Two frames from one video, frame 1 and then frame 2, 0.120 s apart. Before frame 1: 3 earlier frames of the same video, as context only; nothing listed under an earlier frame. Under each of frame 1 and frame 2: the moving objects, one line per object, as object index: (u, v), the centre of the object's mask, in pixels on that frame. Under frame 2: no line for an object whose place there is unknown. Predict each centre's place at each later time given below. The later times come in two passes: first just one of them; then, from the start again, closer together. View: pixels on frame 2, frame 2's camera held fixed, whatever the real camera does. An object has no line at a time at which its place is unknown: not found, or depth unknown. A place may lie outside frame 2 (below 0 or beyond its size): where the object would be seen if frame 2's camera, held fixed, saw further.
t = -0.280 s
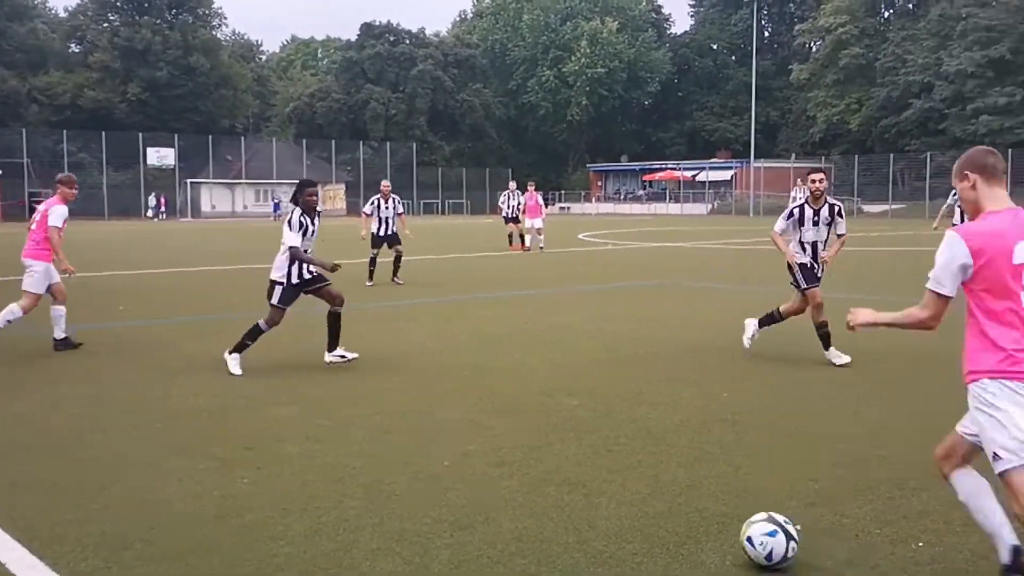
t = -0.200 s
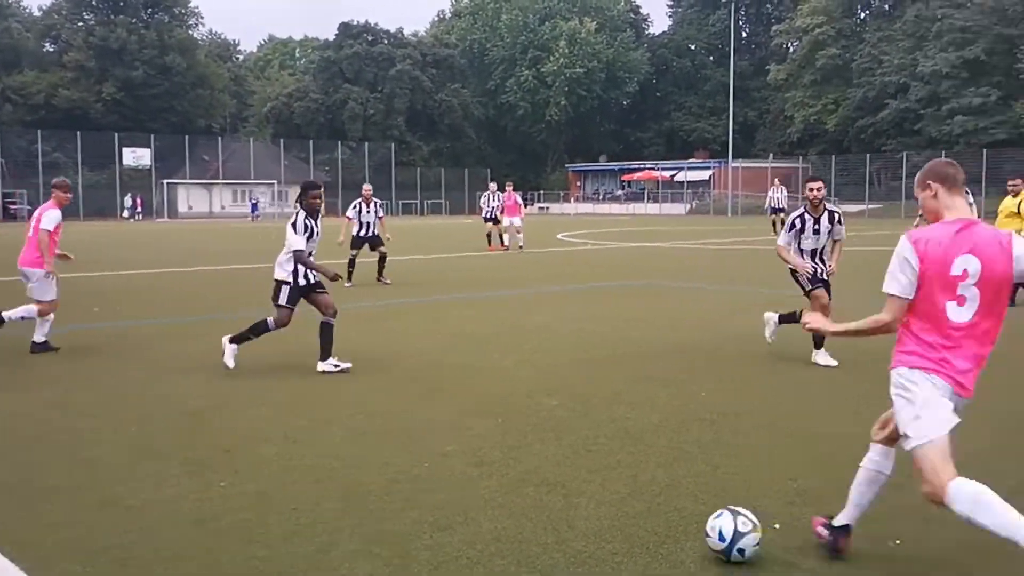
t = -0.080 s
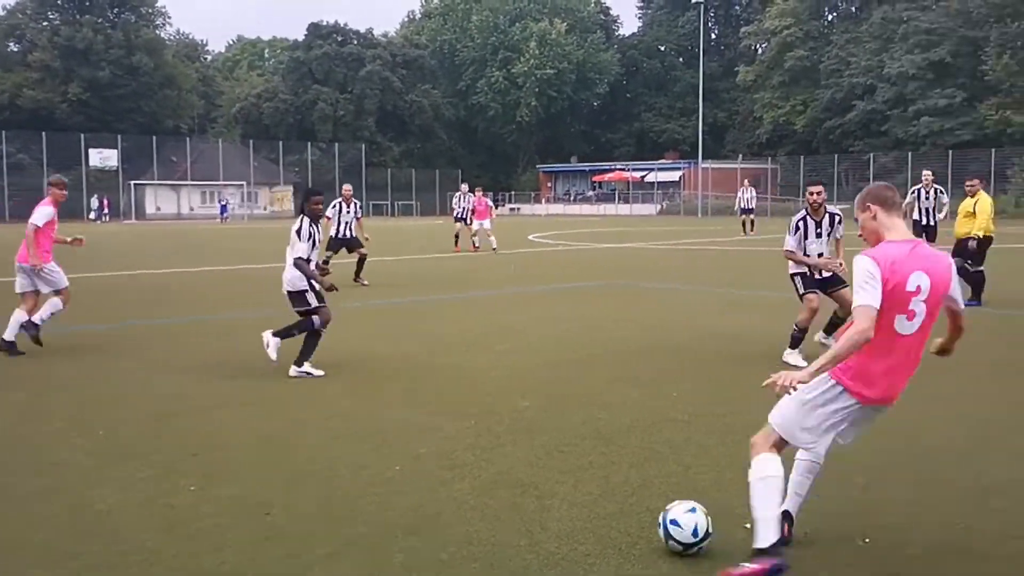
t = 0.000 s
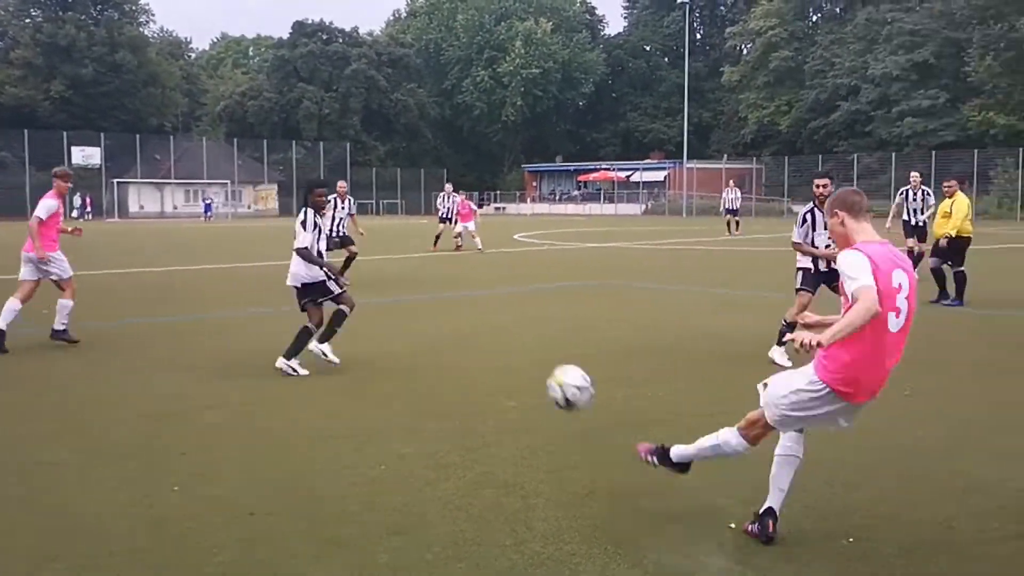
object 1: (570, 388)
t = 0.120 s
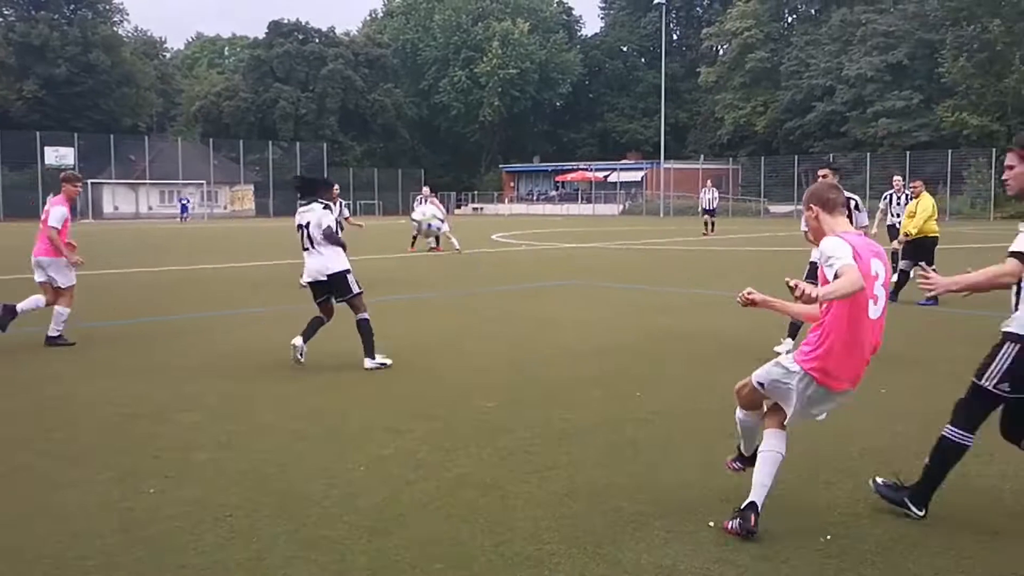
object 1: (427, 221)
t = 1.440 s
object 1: (255, 156)
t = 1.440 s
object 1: (255, 156)
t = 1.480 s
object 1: (256, 164)
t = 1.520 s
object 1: (257, 173)
